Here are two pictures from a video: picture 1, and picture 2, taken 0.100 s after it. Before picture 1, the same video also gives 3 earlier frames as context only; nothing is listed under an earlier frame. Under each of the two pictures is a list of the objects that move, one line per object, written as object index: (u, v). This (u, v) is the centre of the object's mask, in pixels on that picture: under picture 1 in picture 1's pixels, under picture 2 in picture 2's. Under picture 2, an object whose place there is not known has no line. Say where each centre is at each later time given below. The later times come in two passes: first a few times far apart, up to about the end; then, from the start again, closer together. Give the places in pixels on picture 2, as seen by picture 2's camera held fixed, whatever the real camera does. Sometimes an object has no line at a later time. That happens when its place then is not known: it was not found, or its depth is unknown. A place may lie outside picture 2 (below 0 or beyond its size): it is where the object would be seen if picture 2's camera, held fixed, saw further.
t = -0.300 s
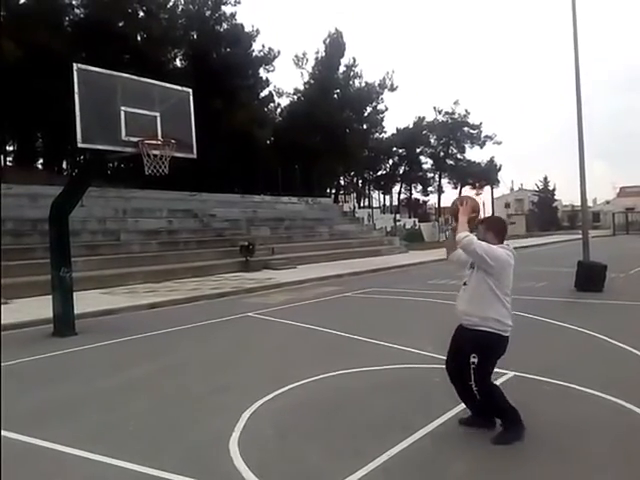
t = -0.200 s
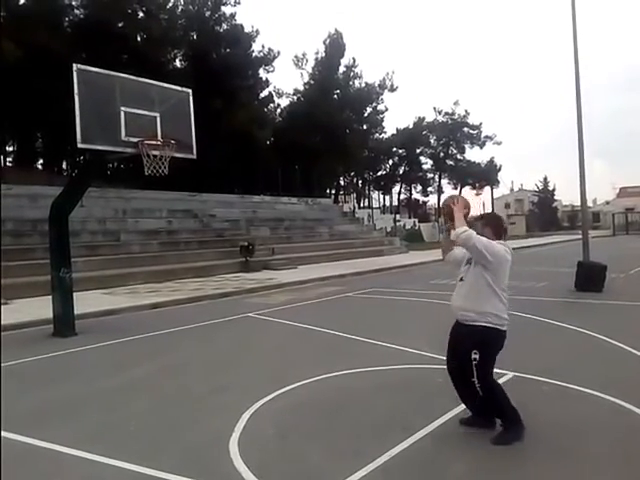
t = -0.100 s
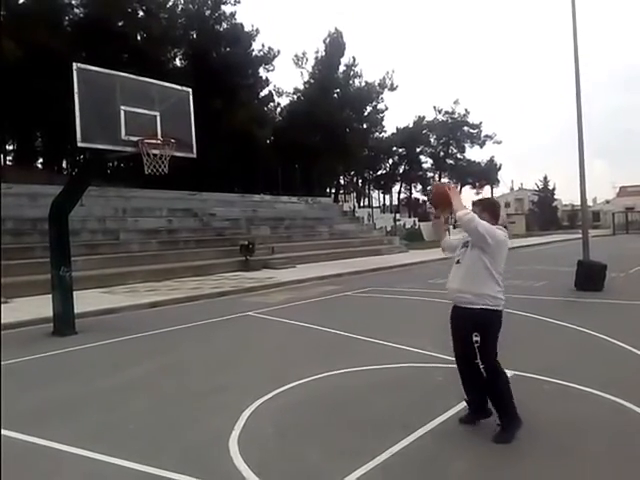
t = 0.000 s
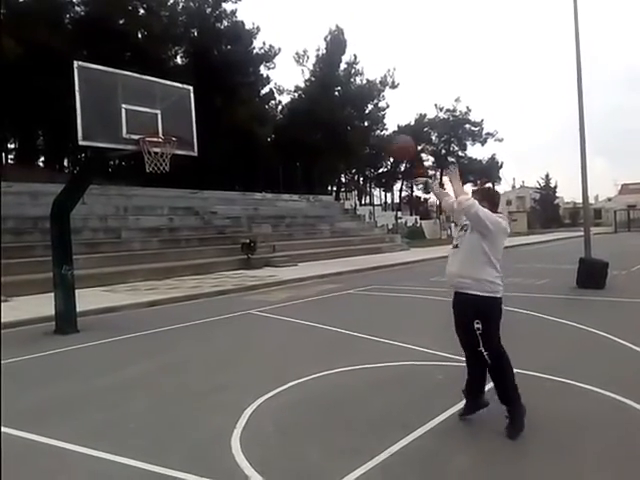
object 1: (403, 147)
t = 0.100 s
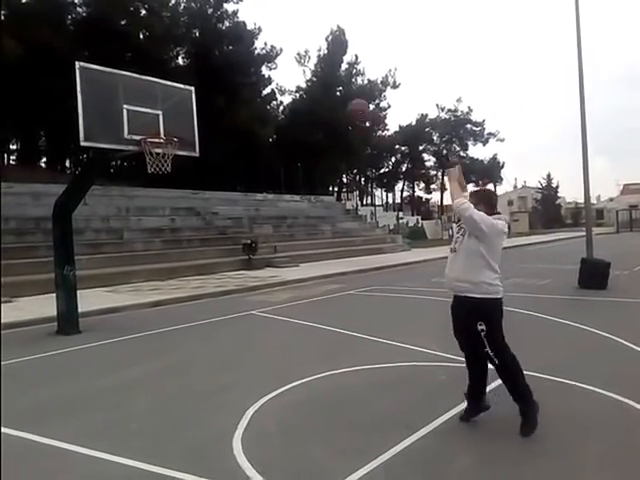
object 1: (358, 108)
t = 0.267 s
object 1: (296, 80)
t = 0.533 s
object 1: (219, 84)
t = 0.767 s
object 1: (171, 129)
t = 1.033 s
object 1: (130, 176)
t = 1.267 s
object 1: (103, 244)
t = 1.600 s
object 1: (71, 331)
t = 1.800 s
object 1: (64, 267)
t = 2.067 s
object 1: (60, 233)
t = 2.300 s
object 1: (56, 252)
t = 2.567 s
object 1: (53, 342)
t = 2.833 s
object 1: (49, 337)
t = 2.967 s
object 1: (45, 307)
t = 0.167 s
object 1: (332, 94)
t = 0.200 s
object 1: (320, 87)
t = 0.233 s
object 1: (307, 84)
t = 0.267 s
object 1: (296, 80)
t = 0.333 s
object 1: (274, 75)
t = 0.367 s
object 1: (264, 73)
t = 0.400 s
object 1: (254, 72)
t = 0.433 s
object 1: (245, 75)
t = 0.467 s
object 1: (236, 77)
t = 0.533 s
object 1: (219, 84)
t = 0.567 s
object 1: (211, 88)
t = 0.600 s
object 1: (204, 93)
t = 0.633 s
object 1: (196, 100)
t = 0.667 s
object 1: (190, 105)
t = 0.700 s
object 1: (182, 113)
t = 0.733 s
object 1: (177, 121)
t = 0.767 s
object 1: (171, 129)
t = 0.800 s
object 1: (163, 136)
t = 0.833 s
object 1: (158, 145)
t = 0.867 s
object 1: (155, 146)
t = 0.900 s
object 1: (148, 154)
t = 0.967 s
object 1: (140, 163)
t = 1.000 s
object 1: (135, 168)
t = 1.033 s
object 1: (130, 176)
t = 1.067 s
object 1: (127, 182)
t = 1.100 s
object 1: (124, 190)
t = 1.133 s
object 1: (119, 199)
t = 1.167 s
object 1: (115, 210)
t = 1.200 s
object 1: (112, 222)
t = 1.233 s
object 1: (111, 231)
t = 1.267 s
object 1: (103, 244)
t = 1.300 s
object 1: (98, 258)
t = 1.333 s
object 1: (95, 273)
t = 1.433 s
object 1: (83, 325)
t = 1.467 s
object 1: (78, 344)
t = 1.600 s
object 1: (71, 331)
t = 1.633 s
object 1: (69, 322)
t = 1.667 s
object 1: (69, 308)
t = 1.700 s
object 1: (66, 297)
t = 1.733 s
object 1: (65, 287)
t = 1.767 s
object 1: (65, 275)
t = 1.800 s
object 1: (64, 267)
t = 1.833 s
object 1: (64, 260)
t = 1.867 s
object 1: (63, 257)
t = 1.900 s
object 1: (62, 247)
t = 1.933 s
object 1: (62, 242)
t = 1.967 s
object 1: (61, 238)
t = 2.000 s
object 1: (60, 236)
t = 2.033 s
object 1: (60, 234)
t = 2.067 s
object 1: (60, 233)
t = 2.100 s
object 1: (59, 232)
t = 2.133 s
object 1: (59, 233)
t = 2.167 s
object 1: (58, 234)
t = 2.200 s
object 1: (58, 237)
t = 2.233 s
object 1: (57, 240)
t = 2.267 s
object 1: (56, 245)
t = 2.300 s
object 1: (56, 252)
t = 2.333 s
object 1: (56, 258)
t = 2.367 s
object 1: (56, 268)
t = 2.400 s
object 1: (56, 274)
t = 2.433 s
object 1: (55, 287)
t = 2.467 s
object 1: (55, 298)
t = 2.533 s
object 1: (57, 326)
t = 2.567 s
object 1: (53, 342)
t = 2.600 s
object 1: (54, 359)
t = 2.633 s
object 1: (57, 377)
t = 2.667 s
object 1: (57, 395)
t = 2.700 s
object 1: (56, 382)
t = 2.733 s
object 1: (55, 369)
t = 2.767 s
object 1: (51, 358)
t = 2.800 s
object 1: (49, 346)
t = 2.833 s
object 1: (49, 337)
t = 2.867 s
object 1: (47, 329)
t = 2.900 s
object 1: (46, 320)
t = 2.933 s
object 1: (46, 313)
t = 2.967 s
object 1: (45, 307)
